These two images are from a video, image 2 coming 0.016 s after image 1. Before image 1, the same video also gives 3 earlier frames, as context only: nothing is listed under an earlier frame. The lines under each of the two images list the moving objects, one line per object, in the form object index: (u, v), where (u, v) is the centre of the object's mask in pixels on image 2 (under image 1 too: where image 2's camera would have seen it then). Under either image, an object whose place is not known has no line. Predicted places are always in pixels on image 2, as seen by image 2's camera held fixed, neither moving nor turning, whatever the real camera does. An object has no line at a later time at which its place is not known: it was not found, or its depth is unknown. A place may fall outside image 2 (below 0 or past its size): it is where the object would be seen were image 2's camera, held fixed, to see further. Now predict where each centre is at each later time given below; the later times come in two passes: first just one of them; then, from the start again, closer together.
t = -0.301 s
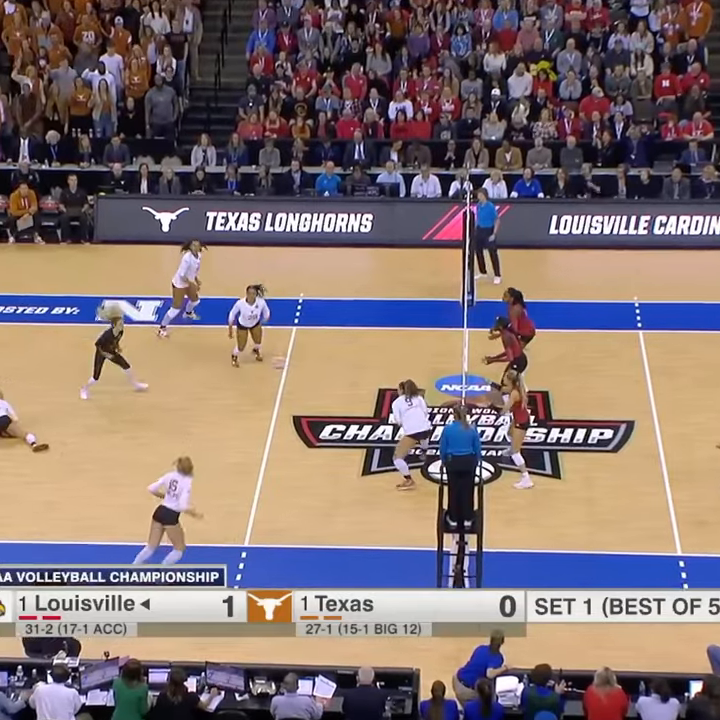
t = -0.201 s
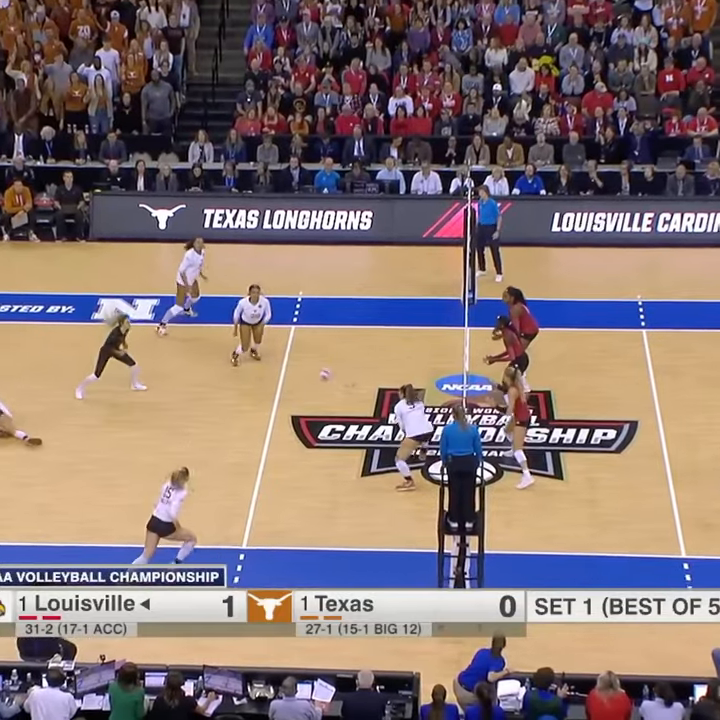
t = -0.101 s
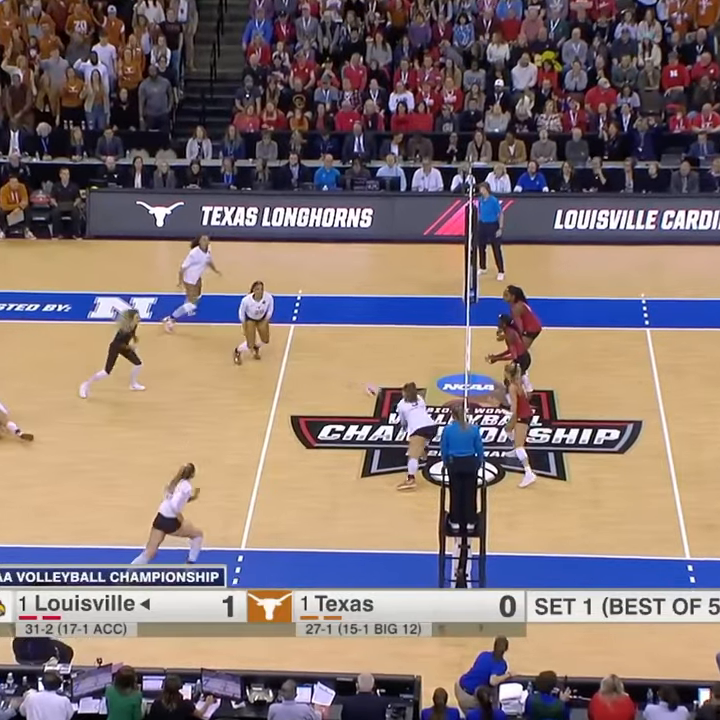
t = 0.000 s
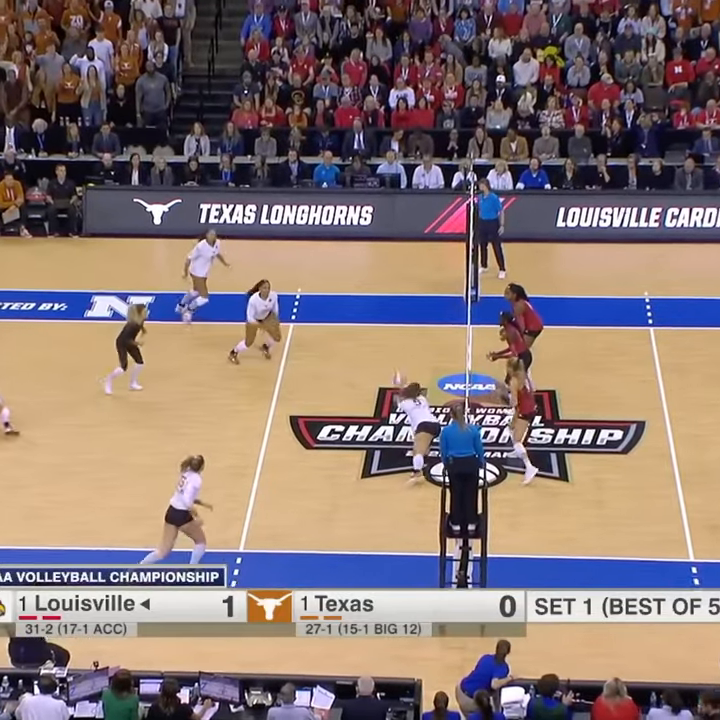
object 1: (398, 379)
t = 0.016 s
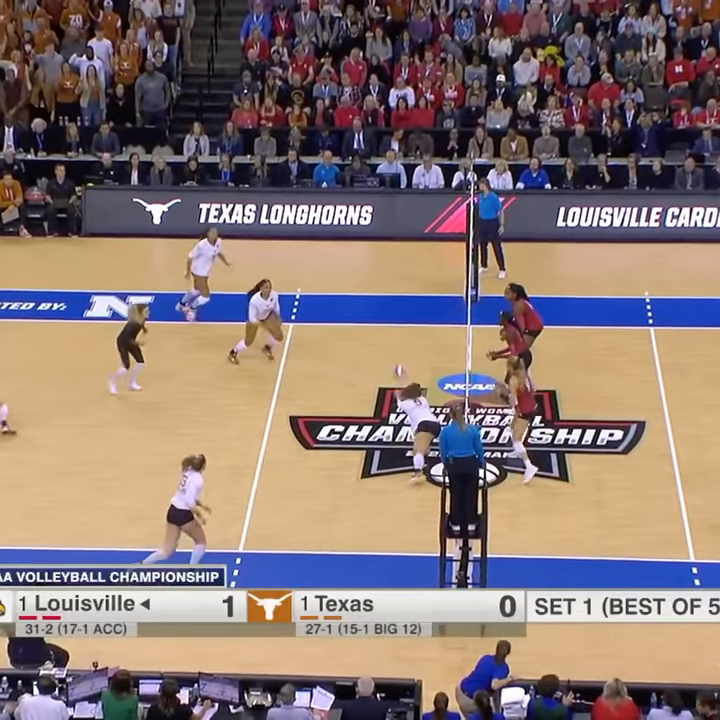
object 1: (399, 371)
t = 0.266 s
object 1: (400, 262)
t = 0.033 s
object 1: (400, 364)
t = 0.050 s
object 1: (399, 354)
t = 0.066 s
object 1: (399, 345)
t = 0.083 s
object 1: (399, 339)
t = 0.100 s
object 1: (399, 329)
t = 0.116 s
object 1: (400, 320)
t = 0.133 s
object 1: (400, 314)
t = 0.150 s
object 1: (399, 308)
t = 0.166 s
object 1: (400, 301)
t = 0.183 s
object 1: (400, 294)
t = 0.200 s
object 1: (399, 285)
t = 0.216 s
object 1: (400, 279)
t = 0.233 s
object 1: (400, 274)
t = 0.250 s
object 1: (399, 267)
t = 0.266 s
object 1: (400, 262)
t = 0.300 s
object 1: (400, 250)
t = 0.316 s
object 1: (401, 243)
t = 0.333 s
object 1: (401, 239)
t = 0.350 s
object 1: (400, 234)
